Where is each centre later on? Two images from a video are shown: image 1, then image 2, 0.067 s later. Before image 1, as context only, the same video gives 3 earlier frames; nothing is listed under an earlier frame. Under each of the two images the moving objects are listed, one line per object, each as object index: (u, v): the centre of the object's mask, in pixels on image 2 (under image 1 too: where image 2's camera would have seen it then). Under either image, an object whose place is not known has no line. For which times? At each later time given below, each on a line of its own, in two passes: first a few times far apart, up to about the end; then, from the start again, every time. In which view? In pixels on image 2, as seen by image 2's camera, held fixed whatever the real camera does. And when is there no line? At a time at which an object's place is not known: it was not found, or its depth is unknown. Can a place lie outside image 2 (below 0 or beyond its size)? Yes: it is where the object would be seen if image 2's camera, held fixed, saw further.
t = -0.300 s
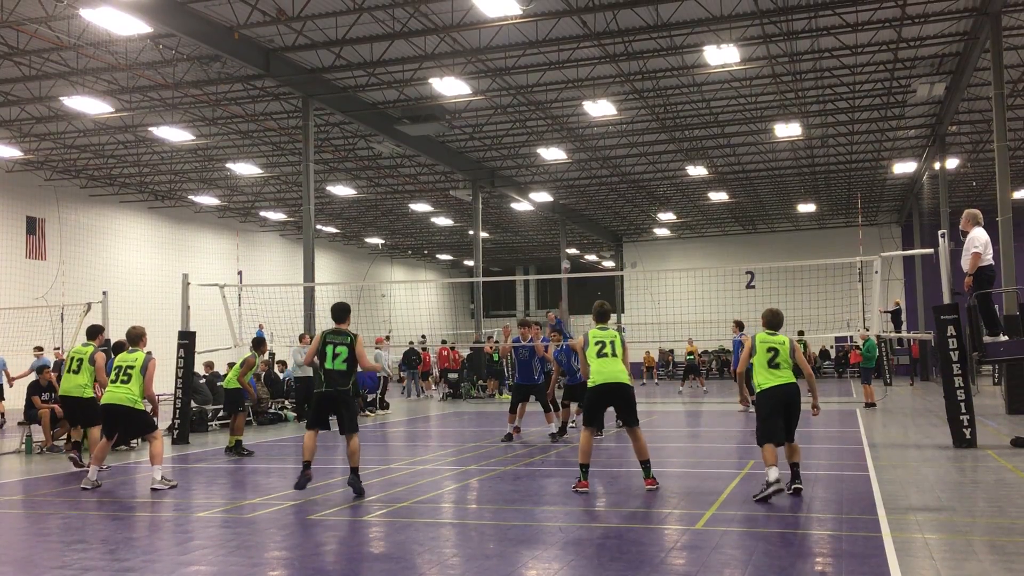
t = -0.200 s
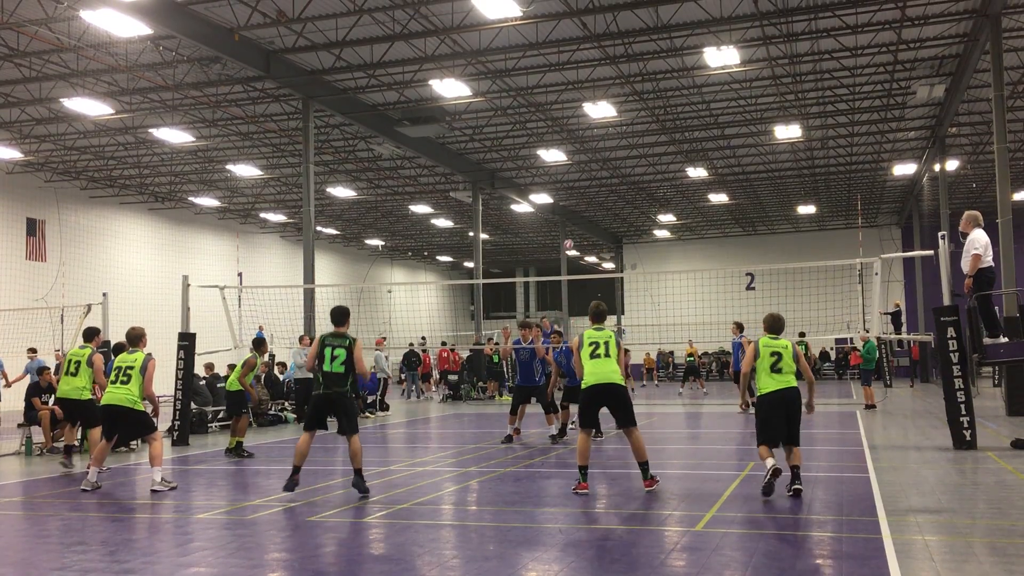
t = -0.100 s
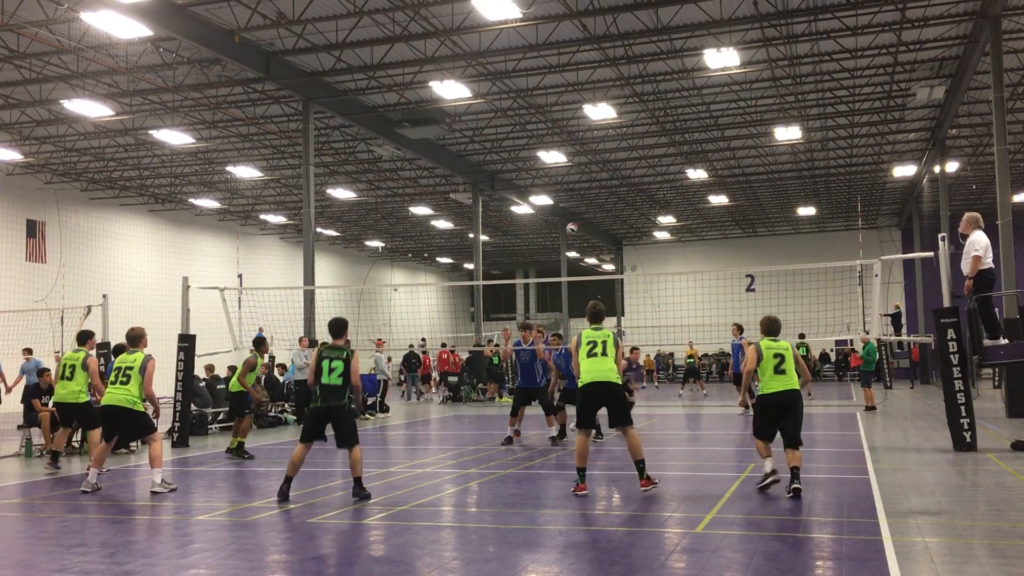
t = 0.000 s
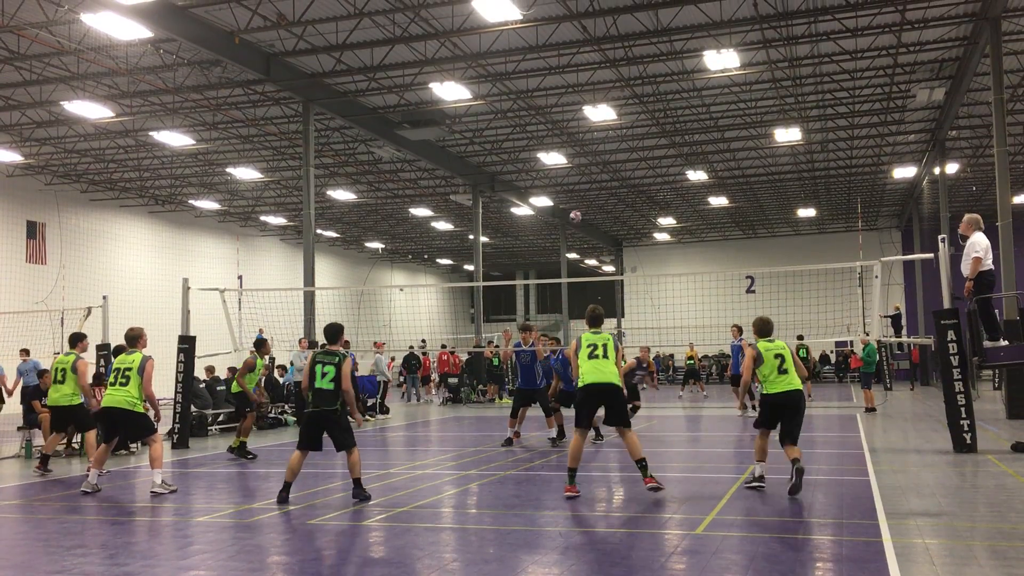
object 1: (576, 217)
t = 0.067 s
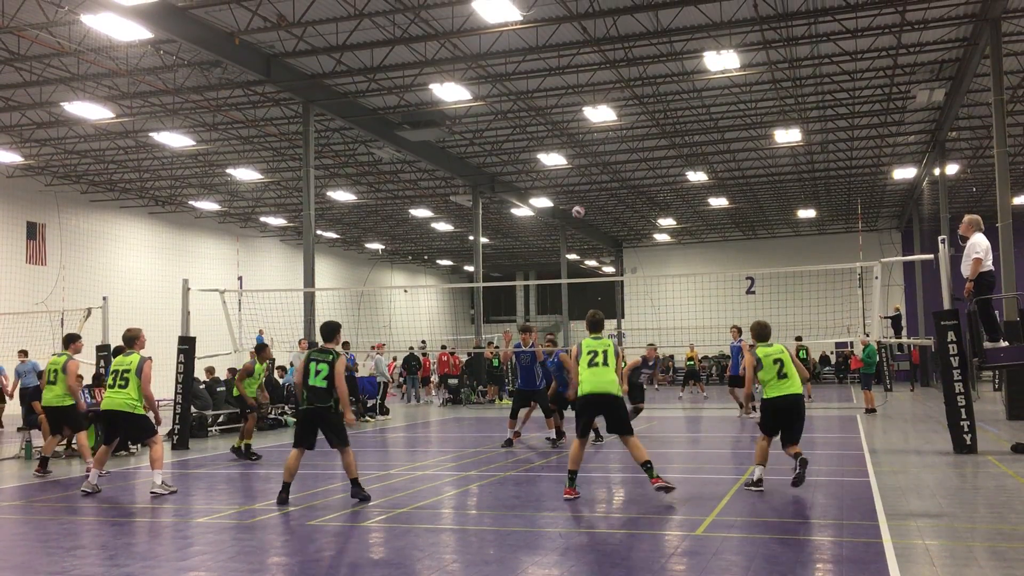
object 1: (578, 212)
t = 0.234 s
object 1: (586, 212)
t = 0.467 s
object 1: (604, 258)
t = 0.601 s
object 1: (616, 325)
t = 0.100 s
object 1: (580, 210)
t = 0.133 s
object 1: (581, 209)
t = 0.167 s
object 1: (583, 209)
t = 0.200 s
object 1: (585, 210)
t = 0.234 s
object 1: (586, 212)
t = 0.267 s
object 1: (589, 215)
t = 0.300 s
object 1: (591, 218)
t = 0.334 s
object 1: (593, 224)
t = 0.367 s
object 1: (595, 230)
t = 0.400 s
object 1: (598, 239)
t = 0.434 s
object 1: (600, 248)
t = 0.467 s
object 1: (604, 258)
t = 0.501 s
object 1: (606, 272)
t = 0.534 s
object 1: (610, 291)
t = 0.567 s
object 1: (613, 306)
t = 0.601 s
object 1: (616, 325)
